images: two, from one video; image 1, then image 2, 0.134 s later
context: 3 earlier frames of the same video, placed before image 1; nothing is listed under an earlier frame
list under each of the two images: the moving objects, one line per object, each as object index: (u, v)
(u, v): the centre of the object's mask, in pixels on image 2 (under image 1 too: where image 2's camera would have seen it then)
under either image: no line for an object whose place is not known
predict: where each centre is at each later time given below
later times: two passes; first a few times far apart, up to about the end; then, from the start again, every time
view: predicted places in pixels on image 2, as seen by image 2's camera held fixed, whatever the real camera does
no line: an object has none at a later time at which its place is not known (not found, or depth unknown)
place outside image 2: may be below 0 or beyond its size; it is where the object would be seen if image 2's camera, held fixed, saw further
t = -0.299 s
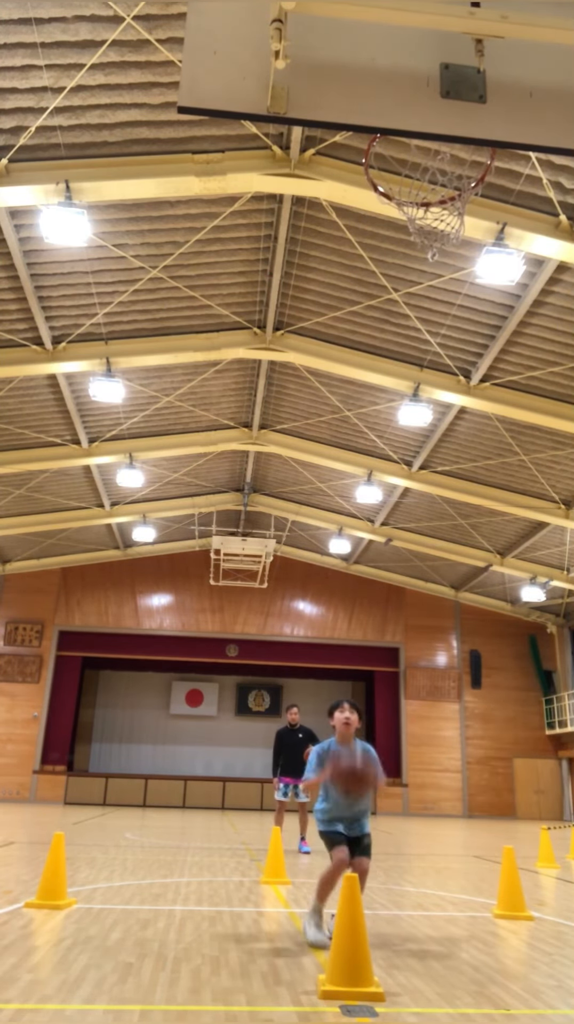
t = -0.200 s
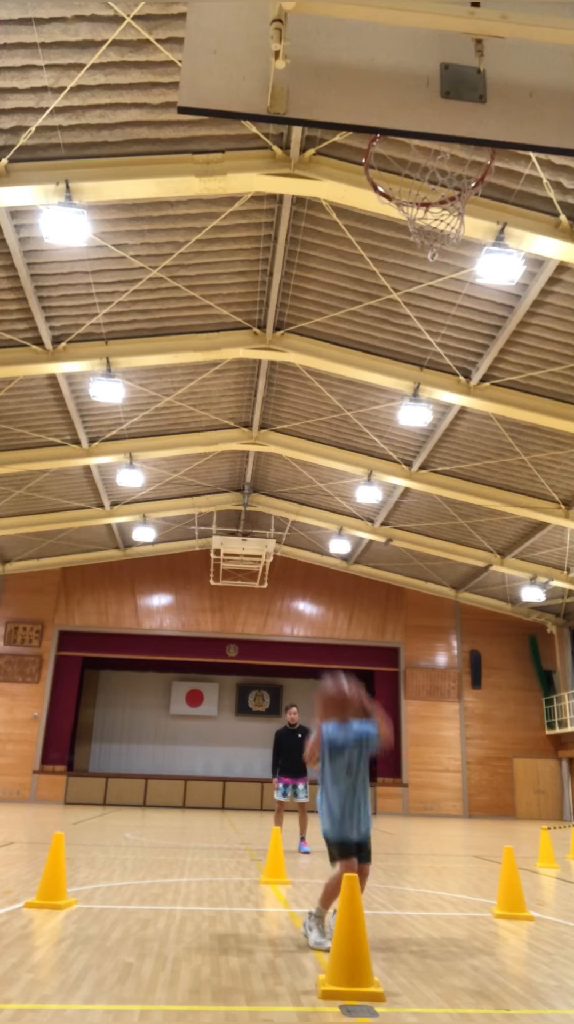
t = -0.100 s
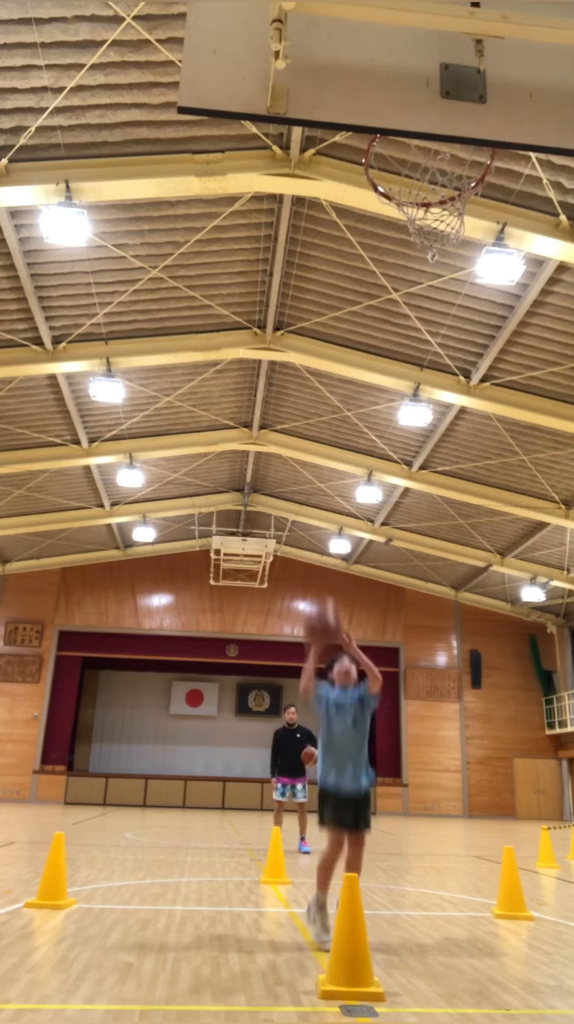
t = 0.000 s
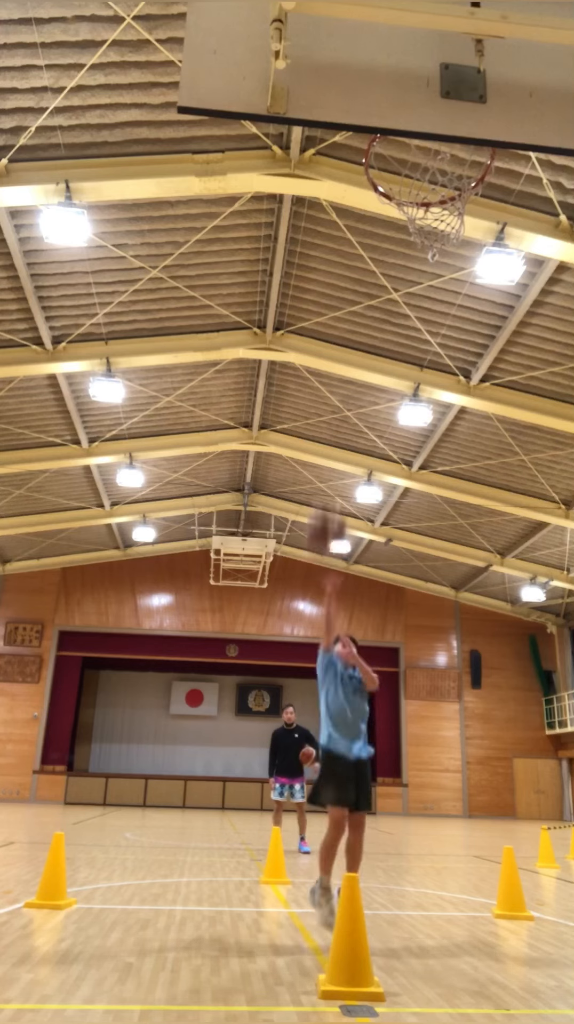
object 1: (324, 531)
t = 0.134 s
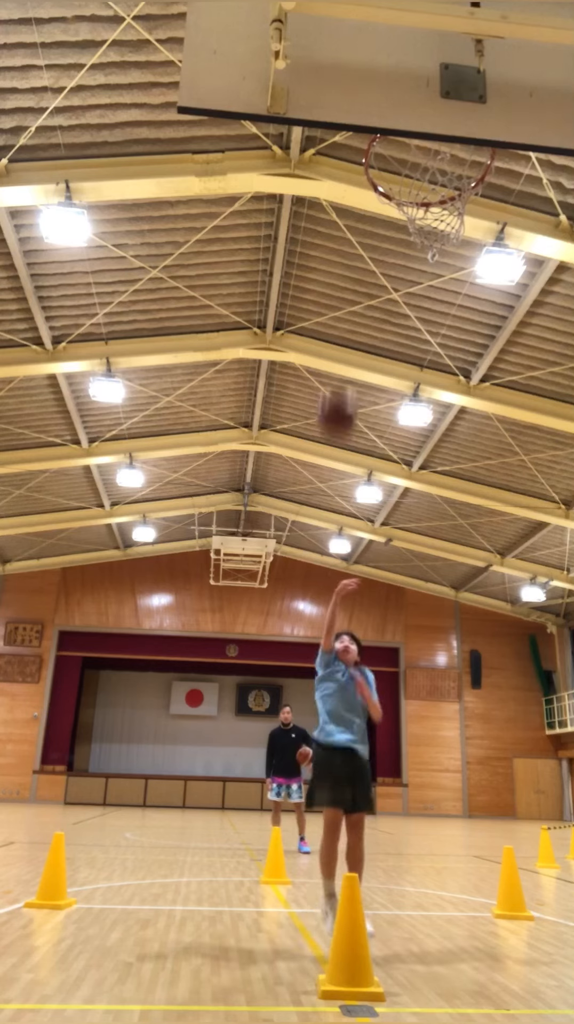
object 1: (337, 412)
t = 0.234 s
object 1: (346, 339)
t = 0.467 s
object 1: (366, 207)
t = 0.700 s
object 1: (394, 153)
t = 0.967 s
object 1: (463, 208)
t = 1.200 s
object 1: (429, 211)
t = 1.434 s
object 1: (400, 284)
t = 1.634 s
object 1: (374, 494)
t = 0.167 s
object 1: (340, 389)
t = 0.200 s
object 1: (343, 362)
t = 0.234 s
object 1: (346, 339)
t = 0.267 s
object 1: (349, 314)
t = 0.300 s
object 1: (352, 294)
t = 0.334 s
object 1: (354, 276)
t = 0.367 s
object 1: (358, 255)
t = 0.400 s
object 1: (361, 238)
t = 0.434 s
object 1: (363, 223)
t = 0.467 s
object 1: (366, 207)
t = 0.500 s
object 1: (370, 191)
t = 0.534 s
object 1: (374, 176)
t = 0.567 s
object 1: (378, 165)
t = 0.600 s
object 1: (382, 160)
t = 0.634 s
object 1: (384, 156)
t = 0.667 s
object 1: (387, 153)
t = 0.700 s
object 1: (394, 153)
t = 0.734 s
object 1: (399, 150)
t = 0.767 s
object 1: (404, 149)
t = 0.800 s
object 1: (405, 151)
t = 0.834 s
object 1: (411, 151)
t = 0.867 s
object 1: (427, 160)
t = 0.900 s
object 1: (443, 174)
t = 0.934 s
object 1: (455, 191)
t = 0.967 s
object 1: (463, 208)
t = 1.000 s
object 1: (462, 211)
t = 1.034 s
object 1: (456, 211)
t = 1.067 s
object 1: (452, 208)
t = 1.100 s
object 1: (447, 209)
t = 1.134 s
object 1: (442, 208)
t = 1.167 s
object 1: (435, 210)
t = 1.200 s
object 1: (429, 211)
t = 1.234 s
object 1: (424, 216)
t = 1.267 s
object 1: (420, 220)
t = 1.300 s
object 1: (415, 228)
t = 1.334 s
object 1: (412, 237)
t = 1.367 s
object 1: (408, 252)
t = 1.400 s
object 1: (404, 264)
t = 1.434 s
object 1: (400, 284)
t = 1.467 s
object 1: (396, 307)
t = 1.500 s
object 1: (392, 334)
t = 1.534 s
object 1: (388, 364)
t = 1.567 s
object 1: (382, 402)
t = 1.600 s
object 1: (376, 444)
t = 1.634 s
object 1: (374, 494)
